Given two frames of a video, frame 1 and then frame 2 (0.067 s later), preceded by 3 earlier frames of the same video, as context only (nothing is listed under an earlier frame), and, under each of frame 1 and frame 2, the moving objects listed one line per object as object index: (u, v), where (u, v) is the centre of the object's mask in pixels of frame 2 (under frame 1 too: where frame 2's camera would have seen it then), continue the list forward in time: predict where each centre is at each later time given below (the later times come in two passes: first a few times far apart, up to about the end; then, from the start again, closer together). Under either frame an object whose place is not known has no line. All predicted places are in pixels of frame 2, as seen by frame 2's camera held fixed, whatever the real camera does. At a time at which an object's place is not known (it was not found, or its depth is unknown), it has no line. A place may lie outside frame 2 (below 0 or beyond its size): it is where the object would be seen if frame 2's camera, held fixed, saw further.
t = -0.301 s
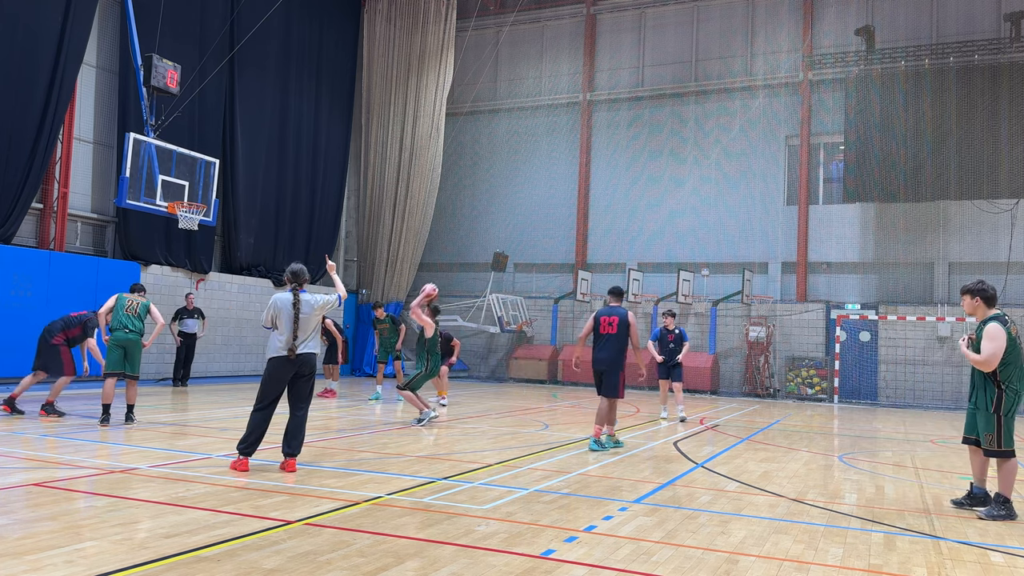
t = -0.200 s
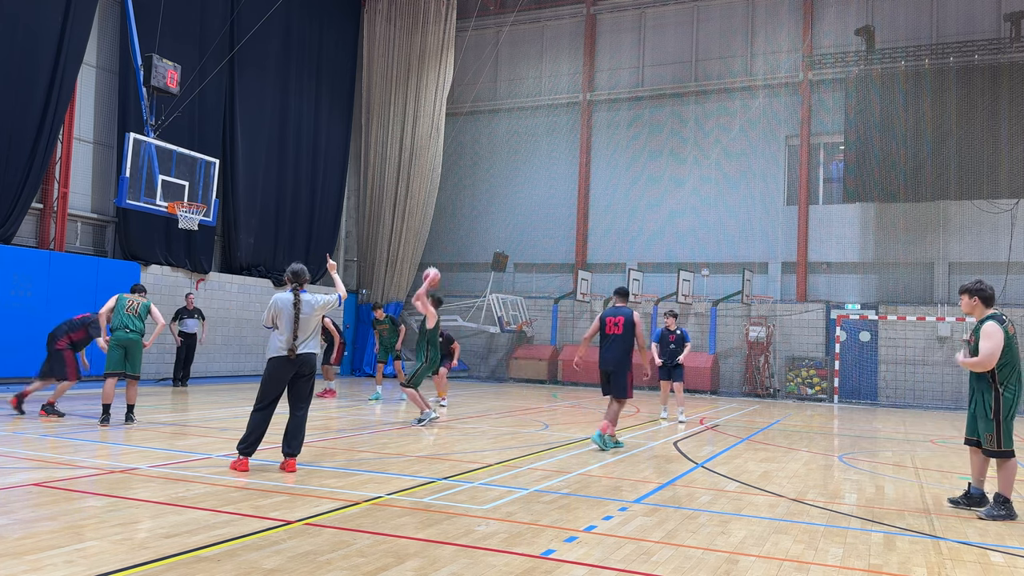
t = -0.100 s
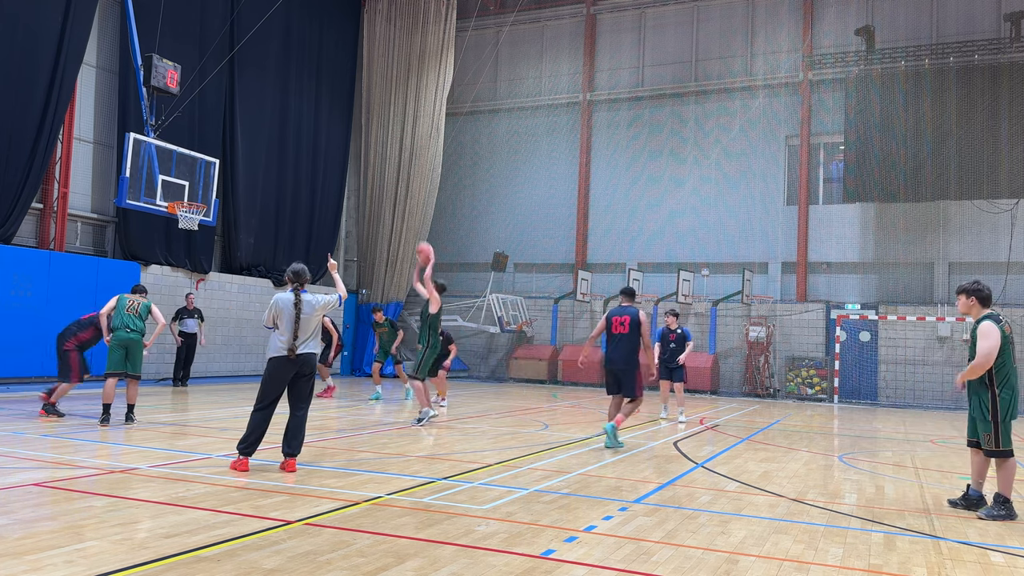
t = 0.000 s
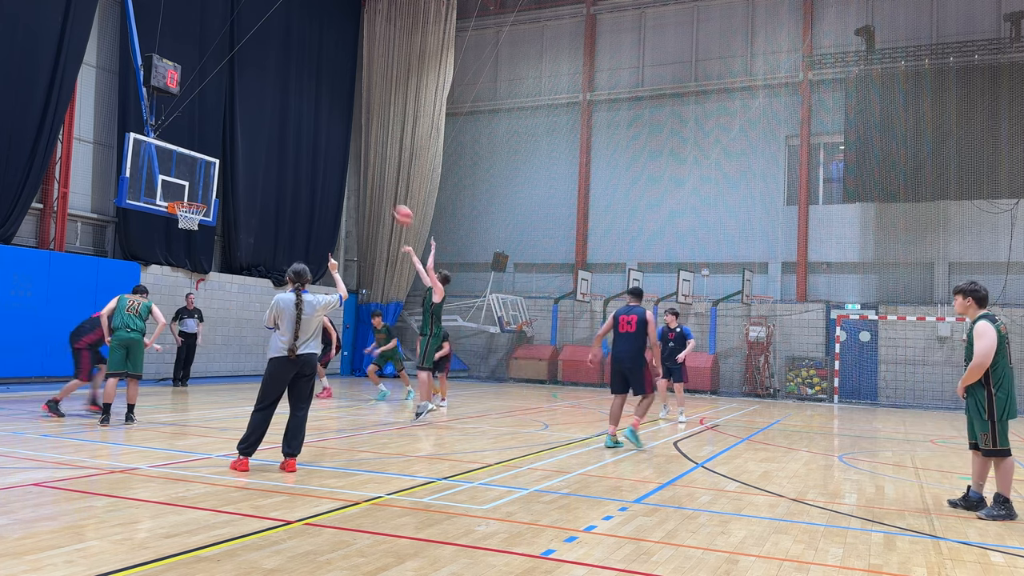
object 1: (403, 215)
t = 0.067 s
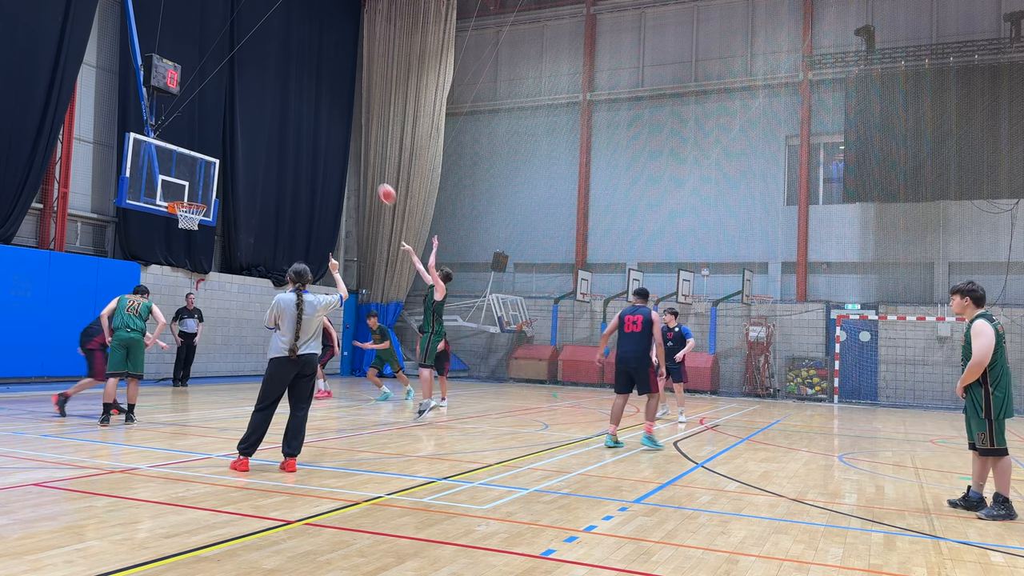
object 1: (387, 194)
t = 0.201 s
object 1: (354, 162)
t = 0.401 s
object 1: (308, 138)
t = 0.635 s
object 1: (257, 144)
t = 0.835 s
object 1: (214, 176)
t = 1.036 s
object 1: (180, 216)
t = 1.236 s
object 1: (189, 217)
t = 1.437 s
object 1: (191, 234)
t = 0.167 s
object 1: (362, 169)
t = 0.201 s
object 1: (354, 162)
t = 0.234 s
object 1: (346, 156)
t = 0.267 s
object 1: (338, 151)
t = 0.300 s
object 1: (330, 146)
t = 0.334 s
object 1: (323, 143)
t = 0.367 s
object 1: (315, 140)
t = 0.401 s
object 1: (308, 138)
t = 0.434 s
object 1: (301, 136)
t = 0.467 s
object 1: (293, 136)
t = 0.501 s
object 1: (285, 136)
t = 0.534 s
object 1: (278, 137)
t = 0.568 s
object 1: (271, 139)
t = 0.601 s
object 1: (263, 142)
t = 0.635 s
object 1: (257, 144)
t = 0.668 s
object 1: (249, 148)
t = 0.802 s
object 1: (221, 169)
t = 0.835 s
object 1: (214, 176)
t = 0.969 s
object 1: (186, 208)
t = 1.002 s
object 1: (181, 217)
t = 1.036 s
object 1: (180, 216)
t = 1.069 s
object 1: (181, 215)
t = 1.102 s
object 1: (183, 215)
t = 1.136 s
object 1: (185, 214)
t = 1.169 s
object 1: (186, 215)
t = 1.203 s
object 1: (187, 215)
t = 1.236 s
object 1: (189, 217)
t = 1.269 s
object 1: (189, 219)
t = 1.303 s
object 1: (191, 222)
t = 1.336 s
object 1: (191, 223)
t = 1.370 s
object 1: (191, 229)
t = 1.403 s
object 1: (191, 232)
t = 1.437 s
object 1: (191, 234)
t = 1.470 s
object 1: (192, 238)
